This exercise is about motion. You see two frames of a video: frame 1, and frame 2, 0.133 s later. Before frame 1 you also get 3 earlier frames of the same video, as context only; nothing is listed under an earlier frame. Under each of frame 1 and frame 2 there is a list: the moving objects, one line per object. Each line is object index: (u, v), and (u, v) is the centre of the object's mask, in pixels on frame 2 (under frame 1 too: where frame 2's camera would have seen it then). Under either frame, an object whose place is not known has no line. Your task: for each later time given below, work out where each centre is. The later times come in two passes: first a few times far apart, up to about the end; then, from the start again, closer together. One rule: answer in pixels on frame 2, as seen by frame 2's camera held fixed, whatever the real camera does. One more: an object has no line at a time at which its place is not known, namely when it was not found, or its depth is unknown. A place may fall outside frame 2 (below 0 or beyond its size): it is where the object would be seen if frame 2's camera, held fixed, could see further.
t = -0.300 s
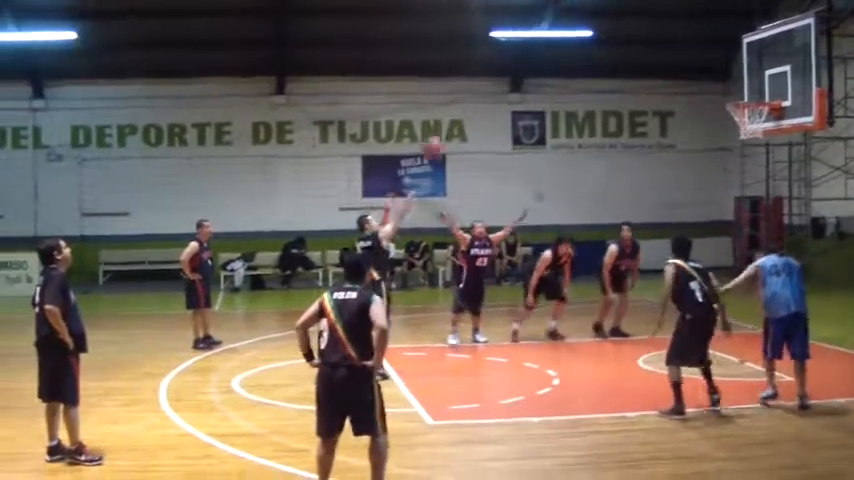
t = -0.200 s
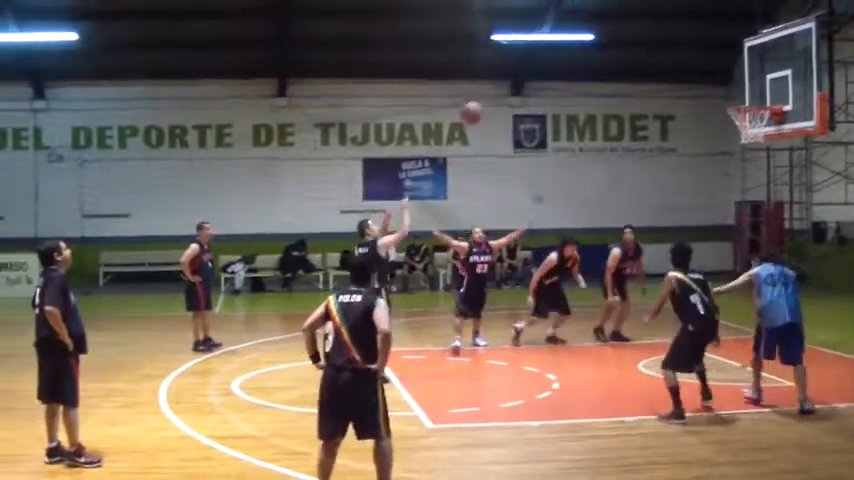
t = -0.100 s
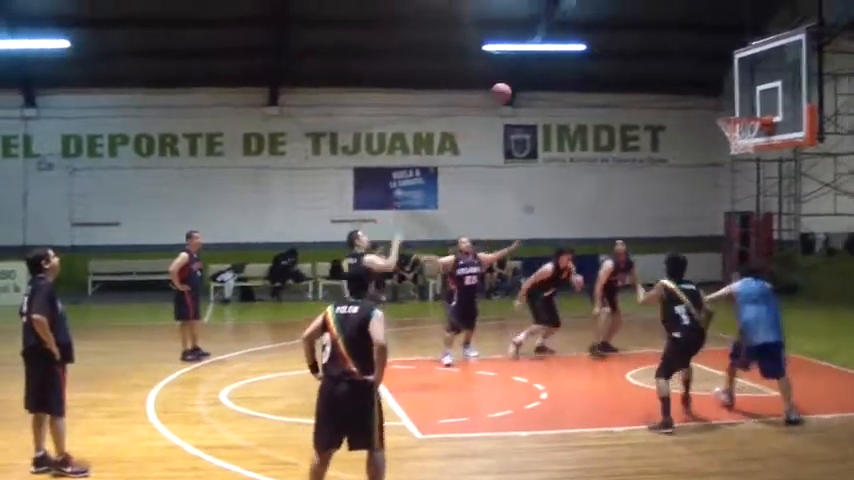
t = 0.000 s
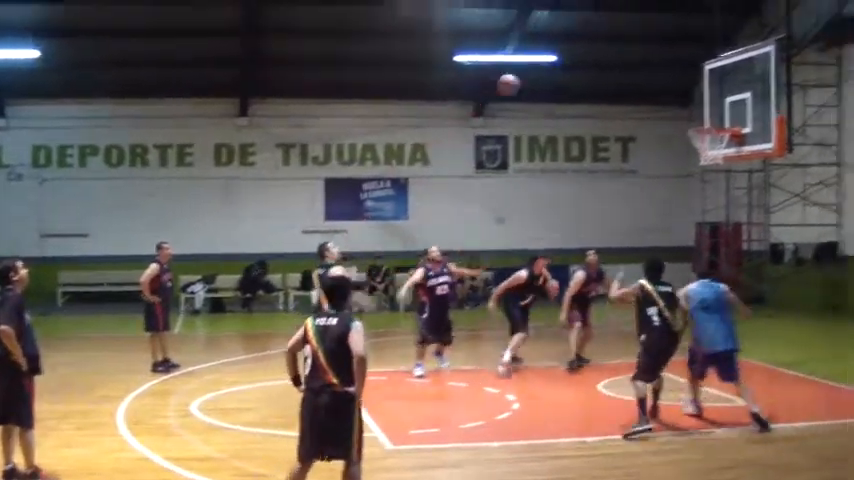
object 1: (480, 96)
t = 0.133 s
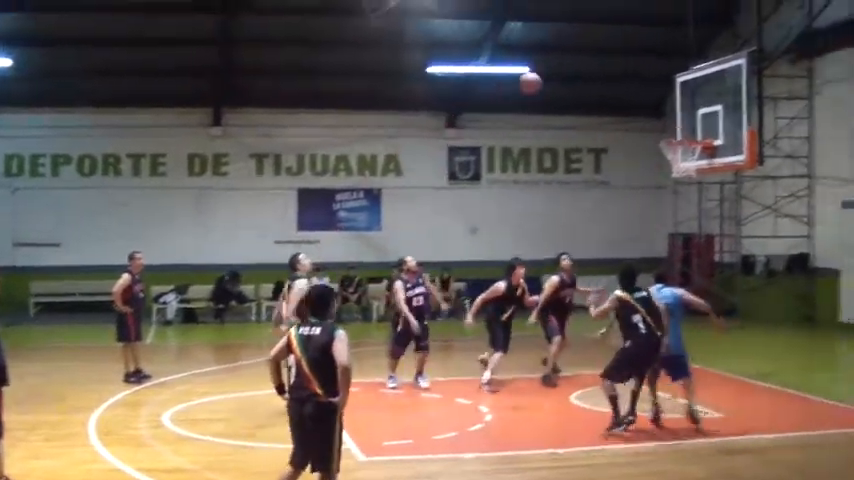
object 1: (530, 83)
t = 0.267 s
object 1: (578, 84)
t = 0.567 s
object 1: (676, 130)
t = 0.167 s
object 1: (542, 81)
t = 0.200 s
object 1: (553, 81)
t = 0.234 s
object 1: (565, 81)
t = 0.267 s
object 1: (578, 84)
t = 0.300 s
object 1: (589, 86)
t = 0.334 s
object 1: (601, 90)
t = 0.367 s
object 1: (613, 94)
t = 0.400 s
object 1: (624, 99)
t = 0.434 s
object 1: (636, 107)
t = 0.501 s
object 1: (657, 119)
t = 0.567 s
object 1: (676, 130)
